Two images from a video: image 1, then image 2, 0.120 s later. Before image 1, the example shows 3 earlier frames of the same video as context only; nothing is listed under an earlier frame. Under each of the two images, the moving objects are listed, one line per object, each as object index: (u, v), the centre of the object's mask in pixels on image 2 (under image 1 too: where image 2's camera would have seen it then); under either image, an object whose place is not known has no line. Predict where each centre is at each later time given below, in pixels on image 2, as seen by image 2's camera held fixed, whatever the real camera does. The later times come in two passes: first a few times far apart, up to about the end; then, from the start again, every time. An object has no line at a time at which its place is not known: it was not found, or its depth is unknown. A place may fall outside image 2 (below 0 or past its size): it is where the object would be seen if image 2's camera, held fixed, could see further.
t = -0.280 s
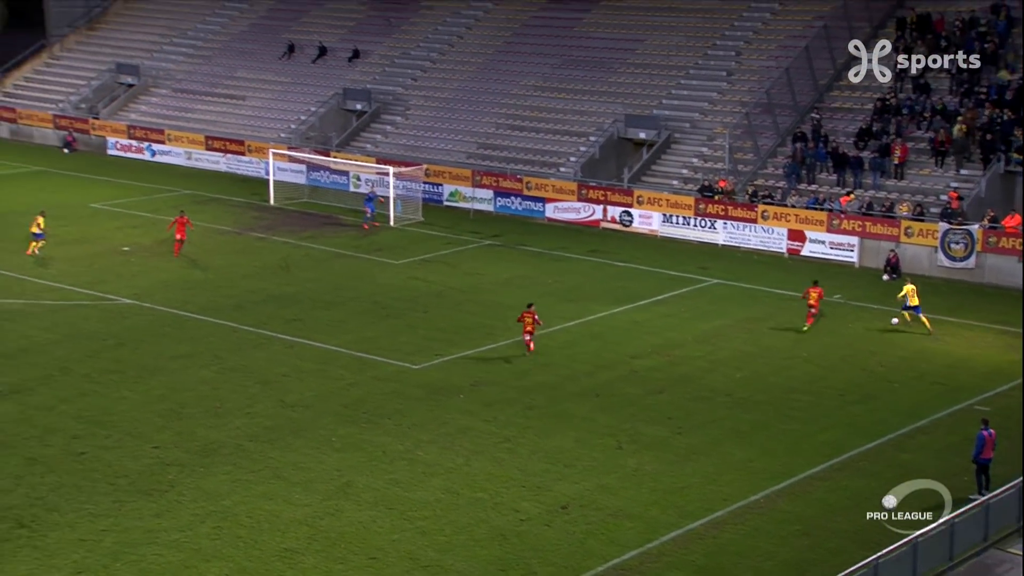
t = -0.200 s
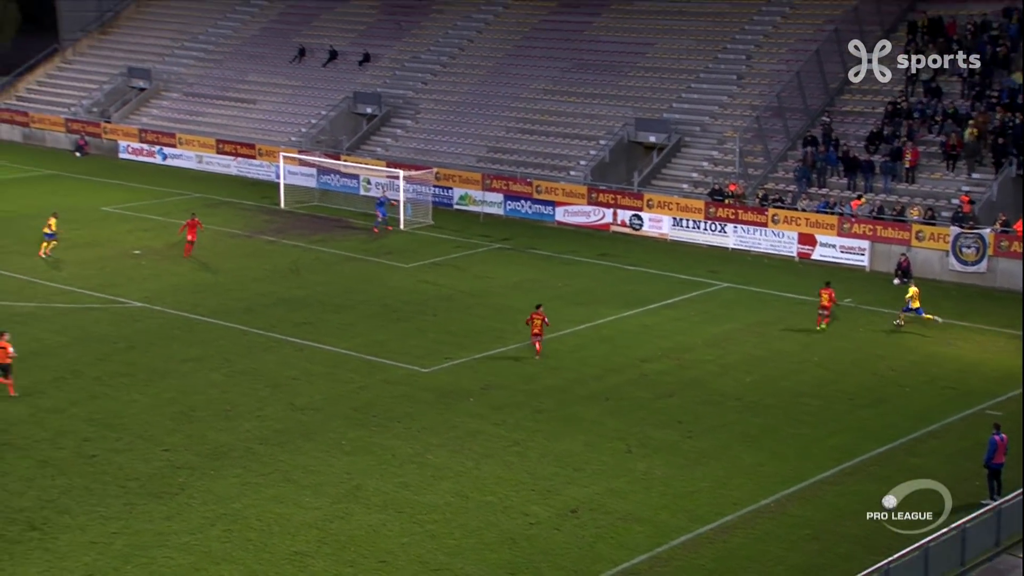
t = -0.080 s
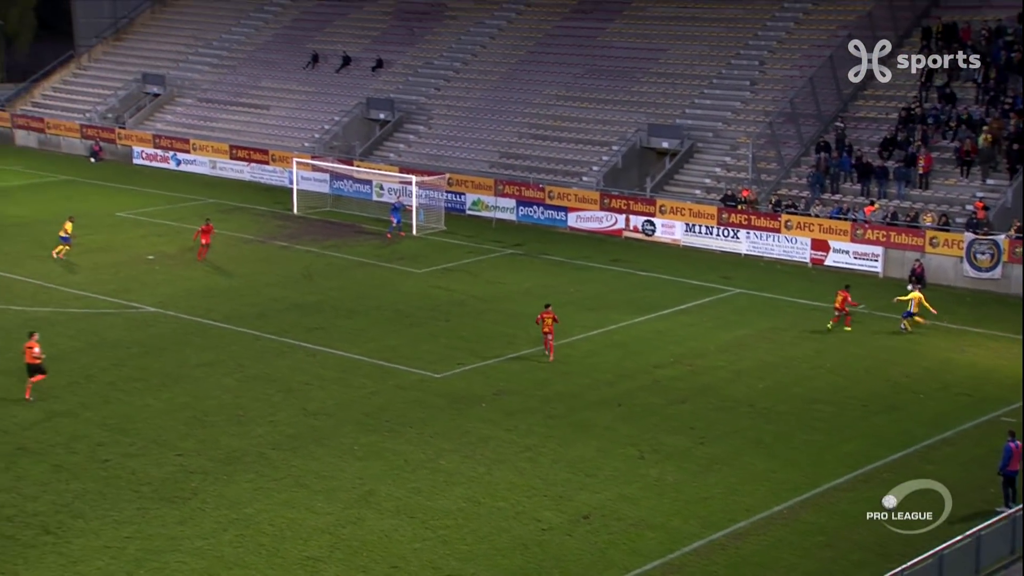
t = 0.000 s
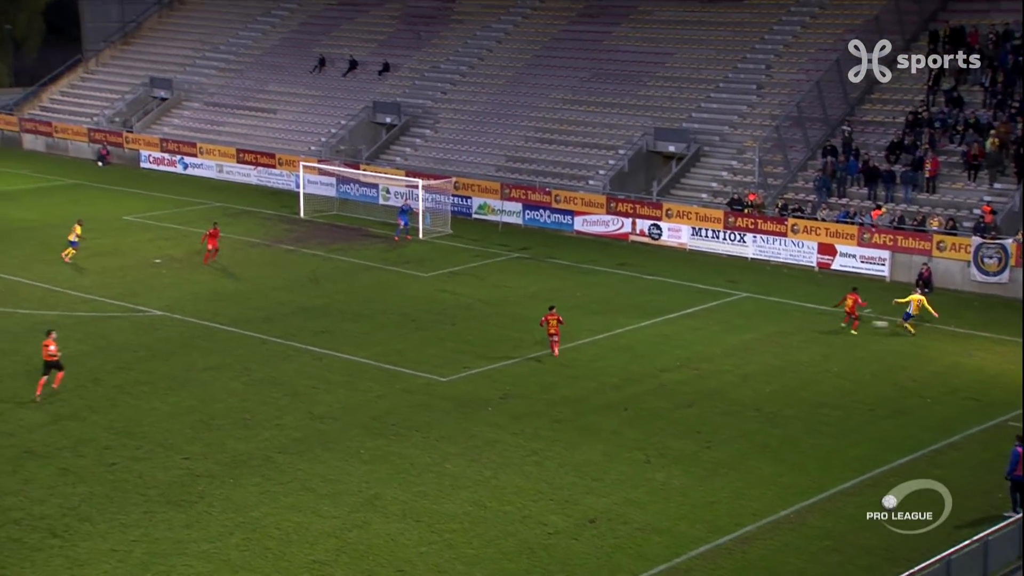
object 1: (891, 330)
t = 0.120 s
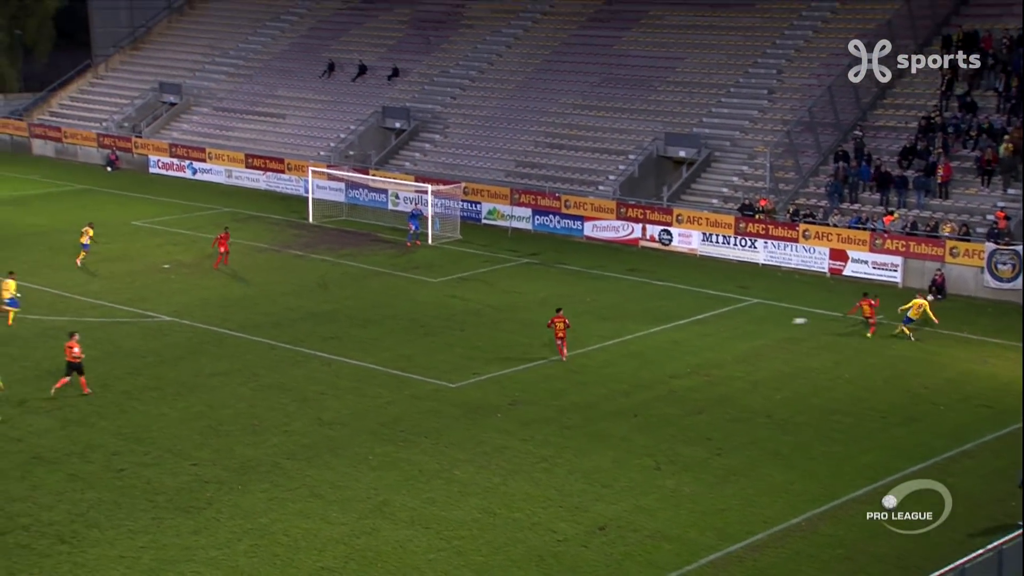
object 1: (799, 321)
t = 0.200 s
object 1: (745, 316)
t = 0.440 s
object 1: (602, 303)
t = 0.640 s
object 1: (505, 297)
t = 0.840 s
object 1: (422, 292)
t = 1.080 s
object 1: (342, 286)
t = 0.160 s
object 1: (770, 319)
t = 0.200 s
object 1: (745, 316)
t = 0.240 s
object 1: (718, 313)
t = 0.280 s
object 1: (694, 310)
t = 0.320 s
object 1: (670, 309)
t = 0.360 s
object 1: (646, 307)
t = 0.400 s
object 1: (624, 305)
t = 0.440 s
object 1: (602, 303)
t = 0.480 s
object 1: (582, 301)
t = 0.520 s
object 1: (561, 300)
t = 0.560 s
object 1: (540, 299)
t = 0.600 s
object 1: (522, 299)
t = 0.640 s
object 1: (505, 297)
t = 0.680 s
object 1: (487, 295)
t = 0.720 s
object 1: (471, 294)
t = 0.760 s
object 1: (454, 294)
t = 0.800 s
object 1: (438, 294)
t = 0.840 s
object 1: (422, 292)
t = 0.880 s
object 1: (408, 291)
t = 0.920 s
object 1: (394, 290)
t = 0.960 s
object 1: (380, 289)
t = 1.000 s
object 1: (367, 288)
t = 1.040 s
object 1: (354, 287)
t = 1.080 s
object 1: (342, 286)
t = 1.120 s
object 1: (329, 286)
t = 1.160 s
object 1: (317, 286)
